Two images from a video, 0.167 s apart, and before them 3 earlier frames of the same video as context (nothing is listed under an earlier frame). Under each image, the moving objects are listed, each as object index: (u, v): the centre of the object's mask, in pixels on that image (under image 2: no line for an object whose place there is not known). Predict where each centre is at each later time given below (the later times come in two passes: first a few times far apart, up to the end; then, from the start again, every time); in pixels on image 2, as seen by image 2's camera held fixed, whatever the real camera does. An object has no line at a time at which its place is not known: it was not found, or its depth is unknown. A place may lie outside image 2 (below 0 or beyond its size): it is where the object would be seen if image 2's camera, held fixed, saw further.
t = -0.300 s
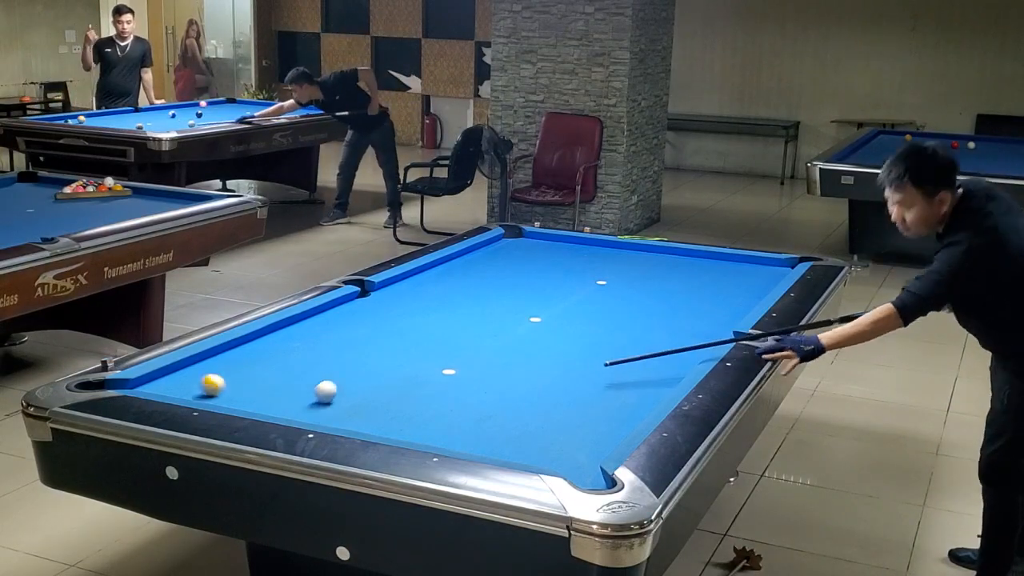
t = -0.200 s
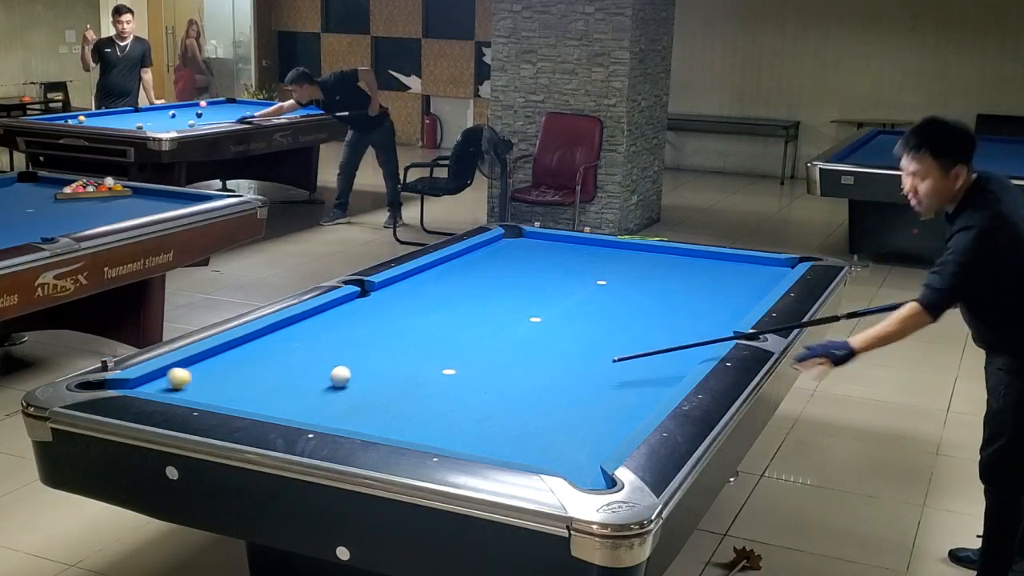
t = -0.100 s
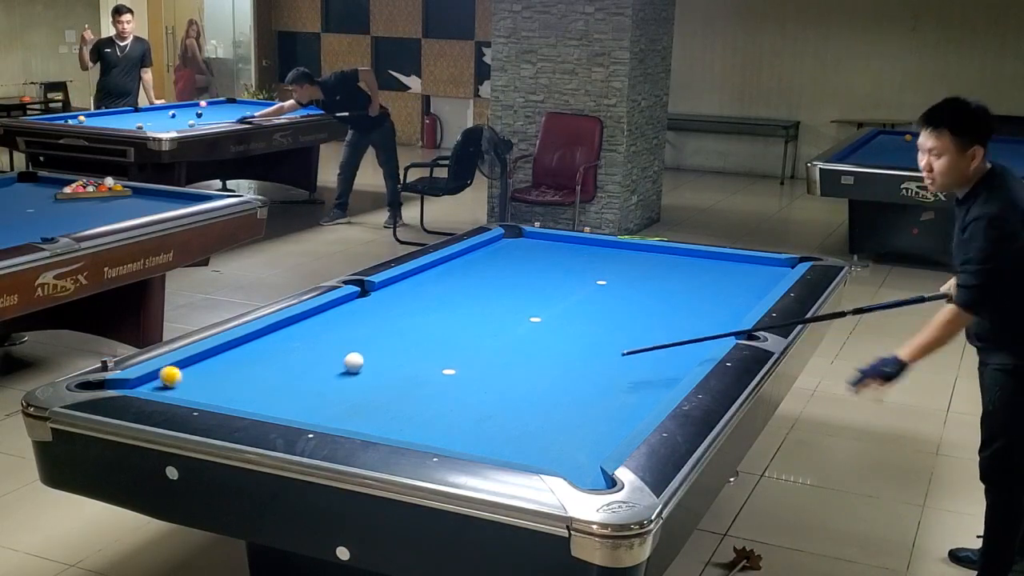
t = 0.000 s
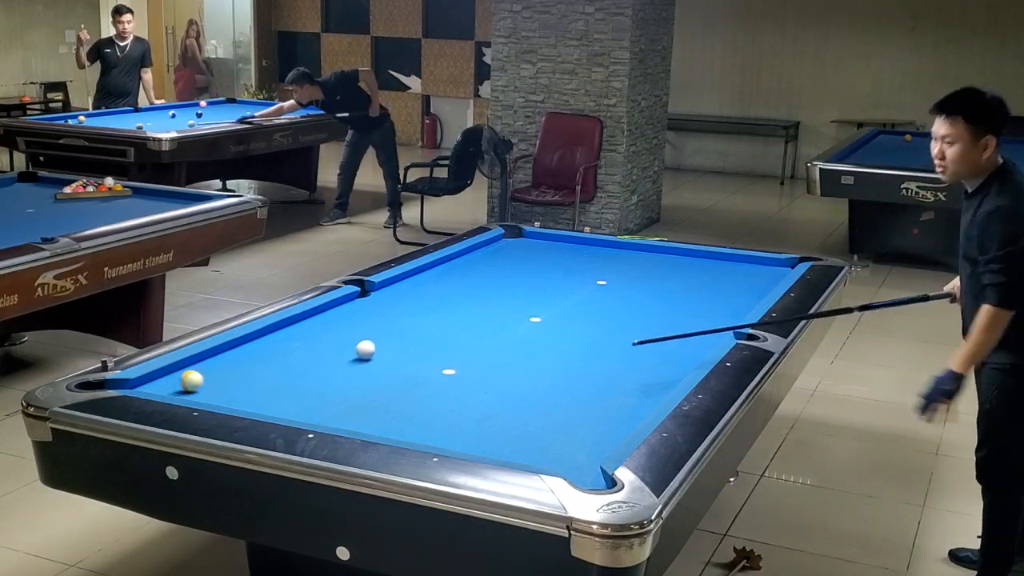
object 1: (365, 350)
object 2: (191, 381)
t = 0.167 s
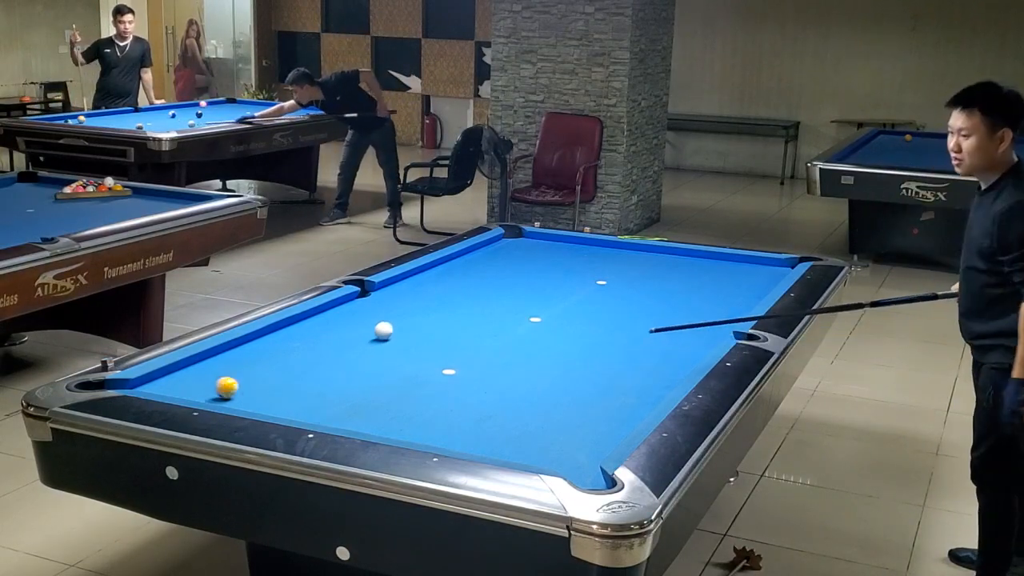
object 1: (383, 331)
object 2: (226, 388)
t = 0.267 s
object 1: (393, 321)
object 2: (248, 392)
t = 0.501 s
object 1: (414, 299)
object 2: (298, 402)
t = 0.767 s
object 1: (433, 278)
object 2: (355, 413)
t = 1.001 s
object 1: (448, 263)
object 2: (405, 423)
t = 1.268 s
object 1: (476, 252)
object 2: (462, 435)
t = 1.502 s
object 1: (505, 245)
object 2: (512, 445)
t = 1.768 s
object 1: (535, 237)
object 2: (570, 457)
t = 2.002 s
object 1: (545, 239)
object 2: (575, 459)
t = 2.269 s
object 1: (551, 245)
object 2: (542, 453)
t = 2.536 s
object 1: (557, 251)
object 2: (511, 447)
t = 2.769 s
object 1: (562, 255)
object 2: (486, 443)
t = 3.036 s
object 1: (567, 261)
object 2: (461, 438)
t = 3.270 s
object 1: (572, 266)
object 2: (440, 435)
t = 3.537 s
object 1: (578, 271)
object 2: (418, 431)
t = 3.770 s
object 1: (584, 276)
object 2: (401, 428)
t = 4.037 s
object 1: (590, 281)
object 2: (381, 425)
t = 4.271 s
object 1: (596, 286)
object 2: (369, 423)
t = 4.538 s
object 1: (601, 290)
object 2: (355, 421)
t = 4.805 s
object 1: (606, 295)
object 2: (344, 419)
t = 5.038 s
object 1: (610, 299)
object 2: (337, 418)
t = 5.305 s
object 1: (615, 303)
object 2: (330, 417)
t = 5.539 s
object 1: (620, 306)
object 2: (325, 416)
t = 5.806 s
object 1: (624, 309)
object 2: (322, 416)
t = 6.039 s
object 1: (628, 311)
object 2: (322, 416)
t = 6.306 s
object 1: (633, 314)
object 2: (323, 416)
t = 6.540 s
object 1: (636, 316)
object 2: (323, 416)
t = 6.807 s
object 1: (639, 318)
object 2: (323, 416)
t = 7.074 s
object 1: (641, 319)
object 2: (323, 416)
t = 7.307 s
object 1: (643, 320)
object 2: (323, 416)
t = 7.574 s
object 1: (646, 320)
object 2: (323, 416)
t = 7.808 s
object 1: (645, 320)
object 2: (323, 416)
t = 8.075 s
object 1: (645, 320)
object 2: (323, 416)
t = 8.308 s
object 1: (645, 320)
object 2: (323, 416)
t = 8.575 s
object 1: (645, 320)
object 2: (323, 416)
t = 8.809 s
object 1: (645, 320)
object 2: (323, 416)
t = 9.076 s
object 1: (645, 320)
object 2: (323, 416)
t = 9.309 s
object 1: (645, 320)
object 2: (323, 416)
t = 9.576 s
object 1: (645, 320)
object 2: (323, 416)
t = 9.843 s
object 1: (645, 320)
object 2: (323, 416)
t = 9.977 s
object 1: (645, 320)
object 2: (323, 416)
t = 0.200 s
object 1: (386, 328)
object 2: (233, 389)
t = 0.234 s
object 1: (390, 324)
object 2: (240, 391)
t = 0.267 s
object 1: (393, 321)
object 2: (248, 392)
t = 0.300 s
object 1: (396, 317)
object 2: (254, 393)
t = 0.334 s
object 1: (399, 314)
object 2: (261, 395)
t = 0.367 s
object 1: (402, 311)
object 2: (269, 396)
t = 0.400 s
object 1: (405, 308)
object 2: (276, 398)
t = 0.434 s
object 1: (408, 305)
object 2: (283, 399)
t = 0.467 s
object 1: (411, 302)
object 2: (290, 400)
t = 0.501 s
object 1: (414, 299)
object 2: (298, 402)
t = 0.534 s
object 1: (416, 296)
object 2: (305, 403)
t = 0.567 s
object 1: (419, 294)
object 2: (312, 404)
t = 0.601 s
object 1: (421, 291)
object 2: (319, 406)
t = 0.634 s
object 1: (424, 288)
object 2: (326, 407)
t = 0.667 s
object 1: (426, 286)
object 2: (333, 409)
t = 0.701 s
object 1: (429, 283)
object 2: (340, 410)
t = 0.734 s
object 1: (431, 281)
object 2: (347, 411)
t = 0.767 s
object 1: (433, 278)
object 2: (355, 413)
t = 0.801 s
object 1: (435, 276)
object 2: (362, 414)
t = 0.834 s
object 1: (437, 274)
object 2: (369, 416)
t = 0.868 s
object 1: (440, 272)
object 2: (376, 417)
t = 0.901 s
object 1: (442, 269)
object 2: (383, 419)
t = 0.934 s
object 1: (444, 267)
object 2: (390, 420)
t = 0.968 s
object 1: (446, 265)
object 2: (397, 421)
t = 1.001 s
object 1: (448, 263)
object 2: (405, 423)
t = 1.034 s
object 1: (449, 261)
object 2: (411, 424)
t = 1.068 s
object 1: (452, 259)
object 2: (419, 426)
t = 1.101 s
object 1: (454, 257)
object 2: (426, 427)
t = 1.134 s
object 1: (459, 256)
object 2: (433, 429)
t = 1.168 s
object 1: (463, 255)
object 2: (440, 430)
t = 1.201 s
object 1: (468, 254)
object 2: (447, 432)
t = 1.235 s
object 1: (472, 253)
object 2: (454, 433)
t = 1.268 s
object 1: (476, 252)
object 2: (462, 435)
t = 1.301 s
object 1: (480, 251)
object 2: (469, 436)
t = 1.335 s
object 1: (485, 250)
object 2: (476, 438)
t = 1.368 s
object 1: (489, 249)
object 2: (483, 439)
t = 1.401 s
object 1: (493, 248)
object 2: (490, 441)
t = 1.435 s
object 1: (497, 247)
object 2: (497, 442)
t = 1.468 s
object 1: (501, 246)
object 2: (505, 444)
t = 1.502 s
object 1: (505, 245)
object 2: (512, 445)
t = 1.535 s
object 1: (509, 244)
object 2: (519, 447)
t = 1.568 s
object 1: (512, 243)
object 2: (526, 448)
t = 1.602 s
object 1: (516, 242)
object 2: (534, 450)
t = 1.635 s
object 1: (520, 241)
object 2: (541, 451)
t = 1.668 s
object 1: (523, 240)
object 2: (548, 453)
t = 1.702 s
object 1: (528, 239)
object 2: (555, 454)
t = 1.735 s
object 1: (531, 238)
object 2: (562, 456)
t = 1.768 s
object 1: (535, 237)
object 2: (570, 457)
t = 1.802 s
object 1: (538, 236)
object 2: (577, 459)
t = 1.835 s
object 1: (542, 236)
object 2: (584, 460)
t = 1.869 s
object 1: (542, 236)
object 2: (590, 461)
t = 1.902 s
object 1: (543, 237)
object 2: (589, 461)
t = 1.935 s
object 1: (544, 238)
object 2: (584, 461)
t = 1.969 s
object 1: (545, 238)
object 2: (579, 460)
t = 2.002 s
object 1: (545, 239)
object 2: (575, 459)
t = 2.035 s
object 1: (546, 240)
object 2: (571, 458)
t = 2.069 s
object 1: (547, 241)
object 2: (566, 457)
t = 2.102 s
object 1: (547, 241)
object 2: (563, 457)
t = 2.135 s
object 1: (548, 242)
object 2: (558, 456)
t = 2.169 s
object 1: (549, 242)
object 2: (554, 455)
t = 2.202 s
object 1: (549, 243)
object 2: (550, 454)
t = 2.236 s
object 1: (550, 244)
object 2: (546, 454)
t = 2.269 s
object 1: (551, 245)
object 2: (542, 453)
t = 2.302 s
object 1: (552, 246)
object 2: (538, 452)
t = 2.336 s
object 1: (552, 246)
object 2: (534, 451)
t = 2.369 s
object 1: (553, 247)
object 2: (530, 451)
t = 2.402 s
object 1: (554, 248)
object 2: (526, 450)
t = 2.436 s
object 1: (555, 248)
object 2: (523, 449)
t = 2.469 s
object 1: (555, 249)
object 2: (519, 448)
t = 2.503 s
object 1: (556, 250)
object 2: (515, 448)
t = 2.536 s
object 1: (557, 251)
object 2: (511, 447)
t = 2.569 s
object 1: (557, 251)
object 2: (507, 447)
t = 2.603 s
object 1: (558, 252)
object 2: (504, 446)
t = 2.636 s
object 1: (559, 253)
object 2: (500, 445)
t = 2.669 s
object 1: (559, 253)
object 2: (497, 445)
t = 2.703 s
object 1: (560, 254)
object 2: (493, 444)
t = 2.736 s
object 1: (561, 255)
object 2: (490, 444)
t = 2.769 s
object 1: (562, 255)
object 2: (486, 443)
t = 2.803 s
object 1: (562, 256)
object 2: (483, 442)
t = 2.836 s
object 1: (563, 257)
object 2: (480, 442)
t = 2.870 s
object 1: (564, 257)
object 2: (476, 441)
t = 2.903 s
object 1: (565, 258)
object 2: (473, 440)
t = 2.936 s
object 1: (565, 259)
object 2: (470, 440)
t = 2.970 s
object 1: (566, 260)
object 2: (467, 439)
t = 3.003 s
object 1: (567, 260)
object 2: (464, 439)
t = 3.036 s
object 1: (567, 261)
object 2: (461, 438)
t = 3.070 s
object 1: (568, 262)
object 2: (457, 438)
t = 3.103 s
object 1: (569, 262)
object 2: (454, 437)
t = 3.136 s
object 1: (570, 263)
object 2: (452, 437)
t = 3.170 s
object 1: (570, 264)
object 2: (448, 436)
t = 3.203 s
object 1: (571, 264)
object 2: (445, 436)
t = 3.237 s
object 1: (572, 265)
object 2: (442, 435)
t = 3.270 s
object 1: (572, 266)
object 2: (440, 435)
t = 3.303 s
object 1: (573, 267)
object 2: (437, 434)
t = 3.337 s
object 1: (574, 267)
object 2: (434, 434)
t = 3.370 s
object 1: (575, 268)
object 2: (431, 433)
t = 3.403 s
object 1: (575, 268)
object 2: (428, 433)
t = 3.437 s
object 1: (576, 269)
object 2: (426, 433)
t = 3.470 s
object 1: (577, 270)
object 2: (423, 432)
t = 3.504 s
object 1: (577, 271)
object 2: (420, 432)
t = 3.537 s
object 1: (578, 271)
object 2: (418, 431)
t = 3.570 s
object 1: (579, 272)
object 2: (415, 431)
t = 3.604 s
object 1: (580, 272)
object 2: (413, 430)
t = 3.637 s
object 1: (581, 273)
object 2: (410, 430)
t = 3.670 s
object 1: (581, 274)
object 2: (408, 430)
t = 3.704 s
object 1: (582, 274)
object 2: (406, 429)
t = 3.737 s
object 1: (583, 275)
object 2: (403, 429)
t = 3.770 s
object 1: (584, 276)
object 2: (401, 428)
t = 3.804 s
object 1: (584, 277)
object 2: (398, 428)
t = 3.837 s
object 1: (585, 277)
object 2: (396, 428)
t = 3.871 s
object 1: (586, 278)
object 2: (394, 427)
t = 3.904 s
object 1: (587, 279)
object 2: (390, 427)
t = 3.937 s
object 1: (588, 280)
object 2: (388, 426)
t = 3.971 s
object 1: (588, 280)
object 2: (385, 426)
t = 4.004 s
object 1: (589, 281)
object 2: (384, 426)
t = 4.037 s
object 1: (590, 281)
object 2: (381, 425)
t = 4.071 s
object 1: (591, 282)
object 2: (379, 425)
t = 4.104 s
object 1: (592, 283)
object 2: (378, 425)
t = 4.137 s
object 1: (593, 283)
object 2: (376, 425)
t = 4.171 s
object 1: (593, 284)
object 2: (374, 424)
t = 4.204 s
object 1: (594, 285)
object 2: (372, 424)
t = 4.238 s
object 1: (595, 285)
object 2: (370, 423)
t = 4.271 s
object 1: (596, 286)
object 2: (369, 423)
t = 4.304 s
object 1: (596, 286)
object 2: (367, 423)
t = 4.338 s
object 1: (597, 287)
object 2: (365, 422)
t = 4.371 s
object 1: (598, 288)
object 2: (363, 422)
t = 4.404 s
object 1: (598, 288)
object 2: (362, 422)
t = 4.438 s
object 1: (599, 289)
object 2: (360, 422)
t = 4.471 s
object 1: (600, 289)
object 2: (359, 421)
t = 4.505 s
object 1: (600, 290)
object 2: (357, 422)
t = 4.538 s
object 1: (601, 290)
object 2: (355, 421)
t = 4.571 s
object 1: (601, 290)
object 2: (354, 421)
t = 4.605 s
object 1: (602, 291)
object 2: (352, 421)
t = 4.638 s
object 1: (603, 292)
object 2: (351, 421)
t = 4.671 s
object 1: (604, 292)
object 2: (350, 420)
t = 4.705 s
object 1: (604, 293)
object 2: (348, 420)
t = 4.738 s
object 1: (605, 294)
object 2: (347, 420)
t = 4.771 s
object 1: (606, 294)
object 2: (346, 420)
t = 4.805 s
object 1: (606, 295)
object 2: (344, 419)
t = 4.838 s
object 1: (606, 296)
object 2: (343, 419)
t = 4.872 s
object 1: (607, 296)
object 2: (342, 419)
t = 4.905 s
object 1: (608, 297)
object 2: (341, 419)
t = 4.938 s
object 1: (609, 297)
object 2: (340, 419)
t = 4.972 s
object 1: (609, 298)
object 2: (339, 418)
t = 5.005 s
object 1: (610, 298)
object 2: (338, 418)
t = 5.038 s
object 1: (610, 299)
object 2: (337, 418)
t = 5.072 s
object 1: (611, 299)
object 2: (336, 418)
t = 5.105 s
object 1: (612, 300)
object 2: (334, 418)
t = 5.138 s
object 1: (612, 300)
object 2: (334, 418)
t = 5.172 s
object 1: (613, 301)
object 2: (333, 417)
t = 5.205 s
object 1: (613, 301)
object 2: (332, 417)
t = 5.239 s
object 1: (614, 302)
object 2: (332, 417)
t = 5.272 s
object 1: (615, 302)
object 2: (331, 417)
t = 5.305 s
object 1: (615, 303)
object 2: (330, 417)
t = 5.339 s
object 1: (616, 303)
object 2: (329, 417)
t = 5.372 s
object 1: (616, 304)
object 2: (328, 417)
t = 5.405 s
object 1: (617, 304)
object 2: (328, 417)
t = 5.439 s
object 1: (618, 304)
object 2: (327, 417)
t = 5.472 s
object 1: (618, 305)
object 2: (326, 417)
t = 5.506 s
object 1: (619, 305)
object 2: (326, 417)
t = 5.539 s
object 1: (620, 306)
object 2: (325, 416)
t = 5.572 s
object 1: (620, 306)
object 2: (324, 416)
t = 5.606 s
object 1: (621, 307)
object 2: (324, 416)
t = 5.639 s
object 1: (621, 307)
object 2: (323, 416)
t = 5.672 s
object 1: (622, 308)
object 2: (323, 416)
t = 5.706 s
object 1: (623, 308)
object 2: (323, 416)
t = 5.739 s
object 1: (623, 308)
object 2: (323, 416)
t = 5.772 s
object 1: (624, 309)
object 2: (322, 416)
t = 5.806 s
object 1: (624, 309)
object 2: (322, 416)
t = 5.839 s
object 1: (625, 309)
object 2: (322, 416)
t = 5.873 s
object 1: (626, 310)
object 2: (321, 416)
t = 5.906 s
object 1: (626, 310)
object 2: (322, 416)
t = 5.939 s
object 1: (627, 310)
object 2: (322, 416)
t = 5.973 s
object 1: (627, 311)
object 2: (322, 416)
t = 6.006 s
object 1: (628, 311)
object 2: (322, 416)
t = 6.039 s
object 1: (628, 311)
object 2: (322, 416)
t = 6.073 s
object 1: (629, 312)
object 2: (322, 416)
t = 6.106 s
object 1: (630, 312)
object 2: (322, 416)
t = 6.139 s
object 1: (630, 312)
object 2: (322, 416)
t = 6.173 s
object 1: (631, 313)
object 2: (322, 416)
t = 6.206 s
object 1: (631, 313)
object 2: (322, 416)
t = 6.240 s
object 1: (631, 313)
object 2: (322, 416)
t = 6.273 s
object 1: (632, 314)
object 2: (323, 416)
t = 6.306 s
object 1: (633, 314)
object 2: (323, 416)
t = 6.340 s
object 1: (633, 314)
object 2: (323, 416)
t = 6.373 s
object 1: (634, 314)
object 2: (323, 416)
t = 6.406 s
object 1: (634, 315)
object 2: (323, 416)
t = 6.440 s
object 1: (635, 315)
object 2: (323, 416)
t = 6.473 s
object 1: (635, 315)
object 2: (323, 416)
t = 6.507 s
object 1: (635, 316)
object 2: (323, 416)
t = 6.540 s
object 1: (636, 316)
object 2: (323, 416)
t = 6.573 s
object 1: (636, 316)
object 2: (323, 416)
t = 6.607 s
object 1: (637, 317)
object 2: (323, 416)
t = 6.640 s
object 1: (637, 317)
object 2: (323, 416)
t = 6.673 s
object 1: (638, 317)
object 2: (323, 416)
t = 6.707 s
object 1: (638, 317)
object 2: (323, 416)
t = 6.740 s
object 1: (638, 317)
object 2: (323, 416)
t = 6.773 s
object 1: (639, 317)
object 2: (323, 416)
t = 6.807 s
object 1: (639, 318)
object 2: (323, 416)
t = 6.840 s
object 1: (639, 318)
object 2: (323, 416)
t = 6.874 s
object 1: (640, 318)
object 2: (323, 416)
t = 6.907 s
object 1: (640, 318)
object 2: (323, 416)
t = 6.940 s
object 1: (640, 318)
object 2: (323, 416)
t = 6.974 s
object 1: (641, 319)
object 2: (323, 416)
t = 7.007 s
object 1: (641, 319)
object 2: (323, 416)
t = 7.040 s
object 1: (641, 319)
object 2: (323, 416)
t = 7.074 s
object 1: (641, 319)
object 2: (323, 416)
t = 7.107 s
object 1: (642, 319)
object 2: (323, 416)
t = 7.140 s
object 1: (642, 319)
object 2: (323, 416)
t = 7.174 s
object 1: (642, 319)
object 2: (323, 416)
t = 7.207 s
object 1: (642, 319)
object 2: (323, 416)
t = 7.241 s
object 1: (643, 319)
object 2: (323, 416)
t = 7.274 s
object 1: (643, 319)
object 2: (323, 416)
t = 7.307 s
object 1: (643, 320)
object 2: (323, 416)
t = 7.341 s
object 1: (643, 320)
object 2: (323, 416)
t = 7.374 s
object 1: (644, 320)
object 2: (323, 416)
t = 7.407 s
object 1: (644, 319)
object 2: (323, 416)
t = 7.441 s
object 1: (644, 320)
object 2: (323, 416)
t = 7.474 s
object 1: (645, 320)
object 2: (323, 416)
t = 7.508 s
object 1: (645, 320)
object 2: (323, 416)
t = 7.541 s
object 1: (645, 320)
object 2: (323, 416)
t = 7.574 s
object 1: (646, 320)
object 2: (323, 416)
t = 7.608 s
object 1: (646, 320)
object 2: (323, 416)
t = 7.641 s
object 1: (646, 320)
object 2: (323, 416)
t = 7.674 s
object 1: (646, 320)
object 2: (323, 416)
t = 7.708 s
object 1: (646, 320)
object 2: (323, 416)
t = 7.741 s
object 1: (646, 320)
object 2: (323, 416)
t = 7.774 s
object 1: (646, 320)
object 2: (323, 416)
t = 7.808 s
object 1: (645, 320)
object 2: (323, 416)
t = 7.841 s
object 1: (645, 320)
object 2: (323, 416)
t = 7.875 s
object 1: (645, 320)
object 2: (323, 416)
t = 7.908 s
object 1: (645, 320)
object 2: (323, 416)
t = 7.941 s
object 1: (645, 320)
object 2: (323, 416)
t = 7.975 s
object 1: (645, 320)
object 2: (323, 416)
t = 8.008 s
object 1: (645, 320)
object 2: (323, 416)
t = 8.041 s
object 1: (645, 320)
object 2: (323, 416)
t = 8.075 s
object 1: (645, 320)
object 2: (323, 416)
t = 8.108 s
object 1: (645, 320)
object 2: (323, 416)
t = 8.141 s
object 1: (645, 320)
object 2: (323, 416)
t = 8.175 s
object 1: (645, 320)
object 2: (323, 416)
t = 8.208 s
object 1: (645, 320)
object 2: (323, 416)
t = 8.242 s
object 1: (645, 320)
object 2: (323, 416)
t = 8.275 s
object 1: (645, 320)
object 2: (323, 416)
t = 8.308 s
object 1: (645, 320)
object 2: (323, 416)
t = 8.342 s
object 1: (645, 320)
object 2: (323, 416)
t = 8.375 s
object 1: (645, 320)
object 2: (323, 416)
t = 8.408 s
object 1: (645, 320)
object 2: (323, 416)
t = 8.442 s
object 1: (645, 320)
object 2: (323, 416)
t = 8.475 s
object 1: (645, 320)
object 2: (323, 416)
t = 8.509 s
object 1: (645, 320)
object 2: (323, 416)
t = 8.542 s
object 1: (645, 320)
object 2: (323, 416)
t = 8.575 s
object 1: (645, 320)
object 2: (323, 416)
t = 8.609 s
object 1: (645, 320)
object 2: (323, 416)
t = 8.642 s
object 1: (645, 320)
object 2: (323, 416)
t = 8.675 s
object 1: (645, 320)
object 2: (323, 416)
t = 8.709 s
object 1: (645, 320)
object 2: (323, 416)
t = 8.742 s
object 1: (645, 320)
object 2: (323, 416)
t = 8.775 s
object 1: (645, 320)
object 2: (323, 416)
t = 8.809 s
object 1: (645, 320)
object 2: (323, 416)
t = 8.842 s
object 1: (645, 320)
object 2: (323, 416)
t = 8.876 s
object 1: (645, 320)
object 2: (323, 416)
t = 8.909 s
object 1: (645, 320)
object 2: (323, 416)
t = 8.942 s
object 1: (645, 320)
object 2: (323, 416)
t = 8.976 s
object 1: (645, 320)
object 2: (323, 416)
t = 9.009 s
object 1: (645, 320)
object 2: (323, 416)
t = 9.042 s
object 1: (645, 320)
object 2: (323, 416)
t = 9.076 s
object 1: (645, 320)
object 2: (323, 416)
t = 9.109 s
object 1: (645, 320)
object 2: (323, 416)
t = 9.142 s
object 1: (645, 320)
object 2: (323, 416)
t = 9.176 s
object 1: (645, 320)
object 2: (323, 416)
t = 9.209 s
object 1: (645, 320)
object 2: (323, 416)
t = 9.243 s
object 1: (645, 320)
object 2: (323, 416)
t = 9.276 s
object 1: (645, 320)
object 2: (323, 416)
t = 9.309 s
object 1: (645, 320)
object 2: (323, 416)
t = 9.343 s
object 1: (645, 320)
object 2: (323, 416)
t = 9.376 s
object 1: (645, 320)
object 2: (323, 416)
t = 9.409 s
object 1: (645, 320)
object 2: (323, 416)
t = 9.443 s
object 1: (645, 320)
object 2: (323, 416)
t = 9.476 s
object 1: (645, 320)
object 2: (323, 416)
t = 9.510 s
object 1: (645, 320)
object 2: (323, 416)
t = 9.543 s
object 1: (645, 320)
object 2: (323, 416)
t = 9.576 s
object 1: (645, 320)
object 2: (323, 416)
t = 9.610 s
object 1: (645, 320)
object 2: (323, 416)
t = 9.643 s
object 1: (645, 320)
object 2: (323, 416)
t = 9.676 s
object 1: (645, 320)
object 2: (323, 416)
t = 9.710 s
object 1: (645, 320)
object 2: (323, 416)
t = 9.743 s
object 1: (645, 320)
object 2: (323, 416)
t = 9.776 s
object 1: (645, 320)
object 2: (323, 416)
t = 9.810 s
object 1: (645, 320)
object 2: (323, 416)
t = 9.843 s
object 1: (645, 320)
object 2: (323, 416)
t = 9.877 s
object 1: (645, 320)
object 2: (323, 416)
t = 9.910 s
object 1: (645, 320)
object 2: (323, 416)
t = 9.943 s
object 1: (645, 320)
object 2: (323, 416)
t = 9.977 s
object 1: (645, 320)
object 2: (323, 416)
